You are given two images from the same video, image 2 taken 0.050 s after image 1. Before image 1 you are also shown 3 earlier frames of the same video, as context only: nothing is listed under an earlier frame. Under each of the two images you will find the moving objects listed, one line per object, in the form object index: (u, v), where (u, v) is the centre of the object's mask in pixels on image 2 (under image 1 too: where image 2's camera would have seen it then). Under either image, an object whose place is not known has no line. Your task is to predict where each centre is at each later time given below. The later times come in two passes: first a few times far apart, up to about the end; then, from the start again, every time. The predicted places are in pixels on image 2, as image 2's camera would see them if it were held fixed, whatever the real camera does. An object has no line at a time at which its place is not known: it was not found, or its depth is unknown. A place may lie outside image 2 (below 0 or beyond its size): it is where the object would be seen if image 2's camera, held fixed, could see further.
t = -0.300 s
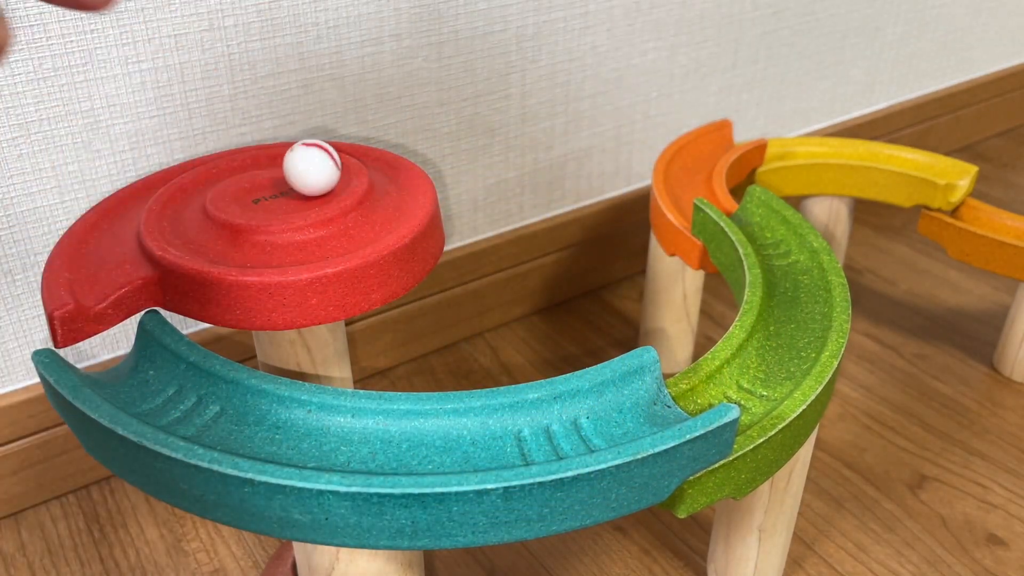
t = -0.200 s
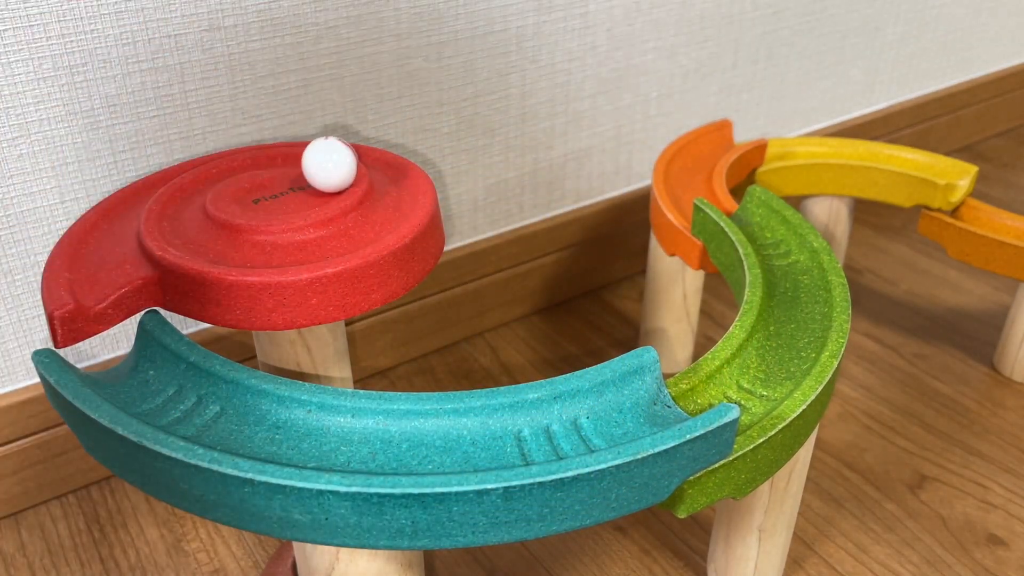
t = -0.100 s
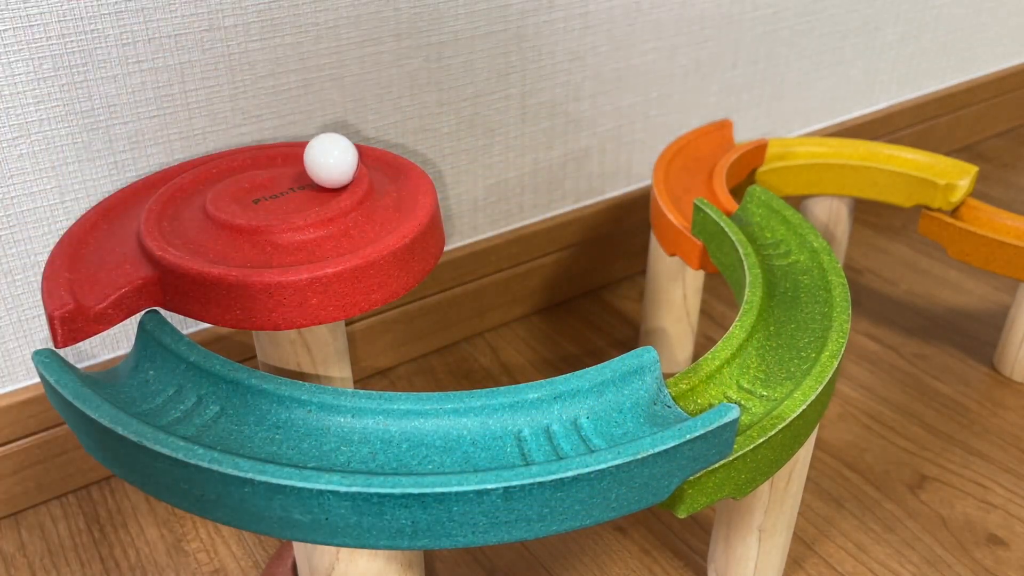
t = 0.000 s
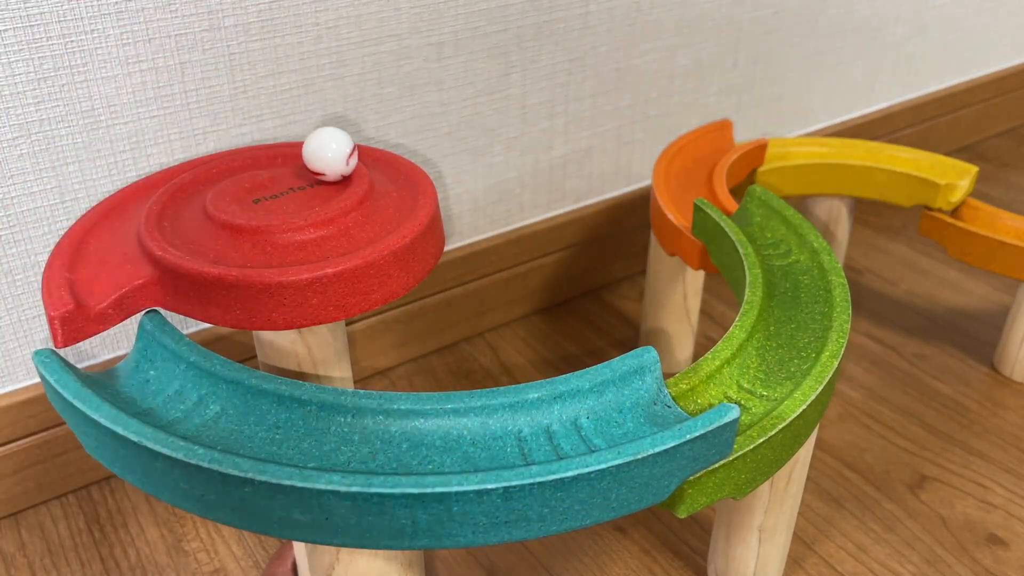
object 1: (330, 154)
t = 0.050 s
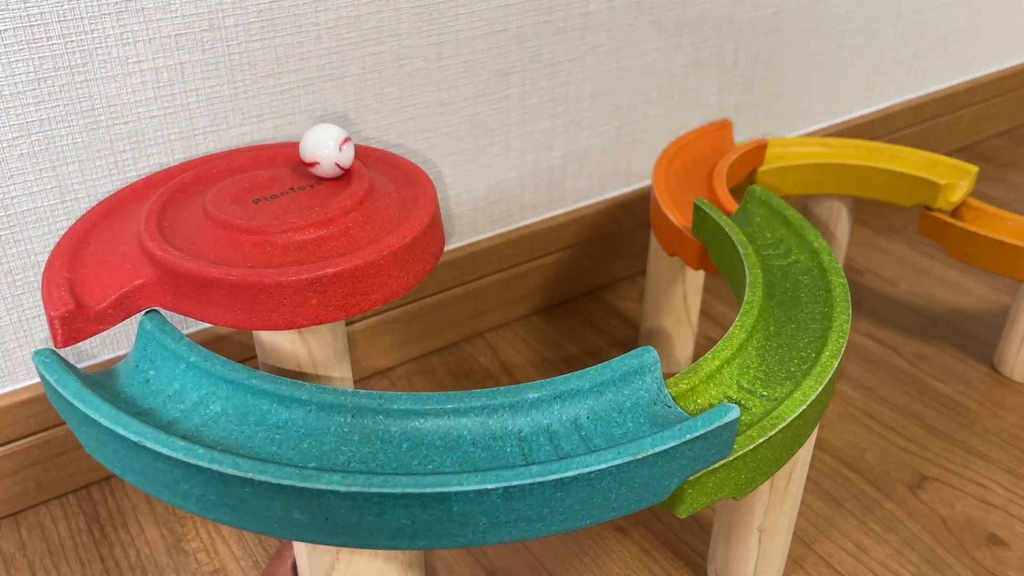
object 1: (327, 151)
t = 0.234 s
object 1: (284, 141)
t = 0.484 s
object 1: (170, 190)
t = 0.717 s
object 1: (292, 234)
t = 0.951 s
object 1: (402, 176)
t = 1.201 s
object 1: (315, 130)
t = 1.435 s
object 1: (134, 176)
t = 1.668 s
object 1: (136, 355)
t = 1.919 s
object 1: (339, 436)
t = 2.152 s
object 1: (562, 421)
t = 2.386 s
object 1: (687, 388)
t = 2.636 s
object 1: (793, 325)
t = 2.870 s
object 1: (779, 238)
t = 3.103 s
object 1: (715, 195)
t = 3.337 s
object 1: (696, 159)
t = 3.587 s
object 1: (774, 150)
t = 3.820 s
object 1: (887, 152)
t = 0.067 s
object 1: (326, 149)
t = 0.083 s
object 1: (324, 148)
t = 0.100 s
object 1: (321, 147)
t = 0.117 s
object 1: (318, 146)
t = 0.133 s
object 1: (315, 145)
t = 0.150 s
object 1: (311, 145)
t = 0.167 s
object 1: (307, 143)
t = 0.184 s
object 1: (302, 142)
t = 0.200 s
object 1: (296, 141)
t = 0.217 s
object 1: (290, 140)
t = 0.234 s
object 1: (284, 141)
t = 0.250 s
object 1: (277, 142)
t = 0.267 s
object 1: (269, 143)
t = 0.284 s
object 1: (261, 144)
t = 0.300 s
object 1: (253, 145)
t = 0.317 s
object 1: (244, 147)
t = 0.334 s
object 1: (234, 149)
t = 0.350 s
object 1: (225, 151)
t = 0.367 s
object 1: (215, 155)
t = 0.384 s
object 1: (206, 158)
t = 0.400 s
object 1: (198, 163)
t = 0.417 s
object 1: (190, 168)
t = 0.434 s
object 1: (184, 173)
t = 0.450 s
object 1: (178, 179)
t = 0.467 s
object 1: (173, 184)
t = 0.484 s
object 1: (170, 190)
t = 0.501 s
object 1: (169, 196)
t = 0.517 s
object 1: (169, 202)
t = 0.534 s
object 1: (172, 208)
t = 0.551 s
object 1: (176, 214)
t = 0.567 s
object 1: (182, 219)
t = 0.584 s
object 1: (190, 224)
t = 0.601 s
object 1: (199, 228)
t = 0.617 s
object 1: (210, 231)
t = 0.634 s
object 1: (222, 234)
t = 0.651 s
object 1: (236, 236)
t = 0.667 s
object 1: (250, 237)
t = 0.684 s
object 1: (264, 237)
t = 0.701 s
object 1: (278, 236)
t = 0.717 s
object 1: (292, 234)
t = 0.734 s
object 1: (306, 233)
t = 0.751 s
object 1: (320, 229)
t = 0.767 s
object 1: (333, 226)
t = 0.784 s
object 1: (345, 222)
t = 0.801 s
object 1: (355, 218)
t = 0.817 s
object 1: (365, 214)
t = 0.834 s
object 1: (373, 210)
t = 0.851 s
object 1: (381, 205)
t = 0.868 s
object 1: (387, 200)
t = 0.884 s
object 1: (392, 195)
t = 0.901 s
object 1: (396, 190)
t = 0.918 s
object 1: (399, 185)
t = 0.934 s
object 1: (401, 181)
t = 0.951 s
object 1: (402, 176)
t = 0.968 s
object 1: (401, 171)
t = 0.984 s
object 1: (400, 167)
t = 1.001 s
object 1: (398, 163)
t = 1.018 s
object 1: (396, 159)
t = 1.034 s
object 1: (392, 155)
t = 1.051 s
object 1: (387, 152)
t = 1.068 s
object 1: (382, 148)
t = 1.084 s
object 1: (377, 145)
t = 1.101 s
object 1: (370, 142)
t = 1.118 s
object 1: (363, 139)
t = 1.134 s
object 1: (355, 137)
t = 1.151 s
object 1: (346, 134)
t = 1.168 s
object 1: (336, 132)
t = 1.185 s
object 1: (326, 131)
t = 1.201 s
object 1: (315, 130)
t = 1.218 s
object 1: (304, 129)
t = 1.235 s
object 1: (292, 129)
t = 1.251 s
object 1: (280, 130)
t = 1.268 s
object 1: (268, 131)
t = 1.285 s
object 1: (255, 133)
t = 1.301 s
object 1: (242, 135)
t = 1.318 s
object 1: (228, 137)
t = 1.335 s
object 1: (215, 141)
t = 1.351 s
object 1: (201, 145)
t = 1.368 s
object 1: (187, 150)
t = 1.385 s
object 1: (173, 155)
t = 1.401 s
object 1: (160, 161)
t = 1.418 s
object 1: (146, 168)
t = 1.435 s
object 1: (134, 176)
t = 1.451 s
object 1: (123, 183)
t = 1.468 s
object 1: (111, 190)
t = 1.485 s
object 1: (101, 199)
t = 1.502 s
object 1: (93, 208)
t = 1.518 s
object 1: (86, 218)
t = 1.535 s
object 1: (81, 228)
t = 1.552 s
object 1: (77, 238)
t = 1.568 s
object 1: (74, 248)
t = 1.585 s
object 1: (77, 259)
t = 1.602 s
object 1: (82, 269)
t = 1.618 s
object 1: (92, 279)
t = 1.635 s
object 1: (105, 295)
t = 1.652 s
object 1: (121, 323)
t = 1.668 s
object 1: (136, 355)
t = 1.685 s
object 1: (132, 371)
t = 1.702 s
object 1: (143, 379)
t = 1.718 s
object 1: (159, 386)
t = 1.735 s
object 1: (176, 392)
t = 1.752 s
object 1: (189, 395)
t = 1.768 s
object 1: (203, 402)
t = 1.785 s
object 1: (216, 405)
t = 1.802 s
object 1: (229, 412)
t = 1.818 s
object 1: (243, 418)
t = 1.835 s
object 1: (258, 423)
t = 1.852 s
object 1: (273, 427)
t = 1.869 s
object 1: (288, 431)
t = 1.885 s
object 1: (305, 433)
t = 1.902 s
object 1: (321, 435)
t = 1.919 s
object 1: (339, 436)
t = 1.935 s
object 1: (356, 437)
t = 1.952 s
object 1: (374, 436)
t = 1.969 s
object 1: (391, 436)
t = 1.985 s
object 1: (408, 435)
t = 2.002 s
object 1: (425, 435)
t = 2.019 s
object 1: (442, 436)
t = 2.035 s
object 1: (459, 437)
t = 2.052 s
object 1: (476, 437)
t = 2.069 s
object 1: (492, 436)
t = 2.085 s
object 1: (509, 435)
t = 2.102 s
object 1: (524, 432)
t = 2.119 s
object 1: (538, 428)
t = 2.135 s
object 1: (550, 425)
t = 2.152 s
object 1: (562, 421)
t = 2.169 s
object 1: (571, 415)
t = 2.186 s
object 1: (582, 412)
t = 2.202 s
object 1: (593, 410)
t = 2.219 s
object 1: (602, 408)
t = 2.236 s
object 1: (612, 407)
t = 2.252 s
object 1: (622, 405)
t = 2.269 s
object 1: (632, 404)
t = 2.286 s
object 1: (641, 402)
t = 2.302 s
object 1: (649, 399)
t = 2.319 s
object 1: (656, 396)
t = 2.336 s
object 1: (662, 393)
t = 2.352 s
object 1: (669, 390)
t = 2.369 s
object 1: (677, 389)
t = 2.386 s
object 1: (687, 388)
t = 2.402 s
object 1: (697, 385)
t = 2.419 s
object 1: (706, 386)
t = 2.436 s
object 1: (715, 391)
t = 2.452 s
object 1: (726, 390)
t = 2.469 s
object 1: (733, 383)
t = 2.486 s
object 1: (740, 381)
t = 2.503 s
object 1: (748, 376)
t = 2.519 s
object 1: (758, 370)
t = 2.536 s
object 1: (768, 361)
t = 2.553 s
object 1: (778, 358)
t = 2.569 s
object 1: (786, 352)
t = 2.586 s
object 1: (791, 346)
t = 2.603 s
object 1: (793, 339)
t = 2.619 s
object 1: (793, 332)
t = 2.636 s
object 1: (793, 325)
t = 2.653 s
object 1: (792, 317)
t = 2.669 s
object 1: (792, 310)
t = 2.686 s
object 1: (793, 304)
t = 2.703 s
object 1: (795, 298)
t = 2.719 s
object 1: (798, 292)
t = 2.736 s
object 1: (801, 286)
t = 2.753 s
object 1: (803, 280)
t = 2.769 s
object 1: (803, 273)
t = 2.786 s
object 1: (802, 267)
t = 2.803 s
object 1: (798, 262)
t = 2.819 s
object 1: (794, 256)
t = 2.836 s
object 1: (788, 250)
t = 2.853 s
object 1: (783, 245)
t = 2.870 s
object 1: (779, 238)
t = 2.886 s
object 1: (776, 235)
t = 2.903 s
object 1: (772, 230)
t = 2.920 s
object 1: (769, 225)
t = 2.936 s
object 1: (767, 221)
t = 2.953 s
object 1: (765, 218)
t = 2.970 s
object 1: (763, 214)
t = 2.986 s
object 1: (760, 211)
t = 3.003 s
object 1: (755, 207)
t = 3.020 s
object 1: (750, 205)
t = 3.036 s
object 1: (744, 203)
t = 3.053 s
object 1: (737, 201)
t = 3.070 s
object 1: (731, 200)
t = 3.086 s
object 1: (724, 198)
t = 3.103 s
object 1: (715, 195)
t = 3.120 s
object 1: (701, 199)
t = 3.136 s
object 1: (695, 201)
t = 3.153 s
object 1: (701, 198)
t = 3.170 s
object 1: (703, 193)
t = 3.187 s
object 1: (700, 191)
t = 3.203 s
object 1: (695, 188)
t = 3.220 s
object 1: (690, 184)
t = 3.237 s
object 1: (685, 180)
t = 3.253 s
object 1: (682, 175)
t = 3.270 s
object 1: (682, 171)
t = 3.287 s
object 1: (684, 168)
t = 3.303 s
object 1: (688, 166)
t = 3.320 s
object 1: (692, 162)
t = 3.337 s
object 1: (696, 159)
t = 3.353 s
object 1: (700, 156)
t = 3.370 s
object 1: (702, 152)
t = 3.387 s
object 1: (705, 149)
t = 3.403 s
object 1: (707, 146)
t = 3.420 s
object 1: (710, 143)
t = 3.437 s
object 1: (712, 140)
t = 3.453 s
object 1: (715, 137)
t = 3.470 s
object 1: (719, 135)
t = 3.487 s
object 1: (724, 134)
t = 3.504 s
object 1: (731, 134)
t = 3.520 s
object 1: (737, 134)
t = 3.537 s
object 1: (743, 135)
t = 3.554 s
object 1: (751, 135)
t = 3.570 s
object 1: (764, 141)
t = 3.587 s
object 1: (774, 150)
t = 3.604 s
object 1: (776, 146)
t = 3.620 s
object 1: (780, 146)
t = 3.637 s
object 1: (786, 147)
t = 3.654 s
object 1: (796, 147)
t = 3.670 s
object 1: (806, 146)
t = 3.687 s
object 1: (814, 146)
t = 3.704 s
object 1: (823, 146)
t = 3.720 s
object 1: (832, 146)
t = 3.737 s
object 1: (841, 145)
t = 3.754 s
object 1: (850, 145)
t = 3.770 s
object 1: (860, 147)
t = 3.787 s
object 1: (869, 148)
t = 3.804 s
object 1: (878, 150)
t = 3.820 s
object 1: (887, 152)
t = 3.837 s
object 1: (897, 153)
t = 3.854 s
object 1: (906, 155)
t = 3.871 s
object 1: (916, 158)
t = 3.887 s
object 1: (924, 160)
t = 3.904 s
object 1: (934, 162)
